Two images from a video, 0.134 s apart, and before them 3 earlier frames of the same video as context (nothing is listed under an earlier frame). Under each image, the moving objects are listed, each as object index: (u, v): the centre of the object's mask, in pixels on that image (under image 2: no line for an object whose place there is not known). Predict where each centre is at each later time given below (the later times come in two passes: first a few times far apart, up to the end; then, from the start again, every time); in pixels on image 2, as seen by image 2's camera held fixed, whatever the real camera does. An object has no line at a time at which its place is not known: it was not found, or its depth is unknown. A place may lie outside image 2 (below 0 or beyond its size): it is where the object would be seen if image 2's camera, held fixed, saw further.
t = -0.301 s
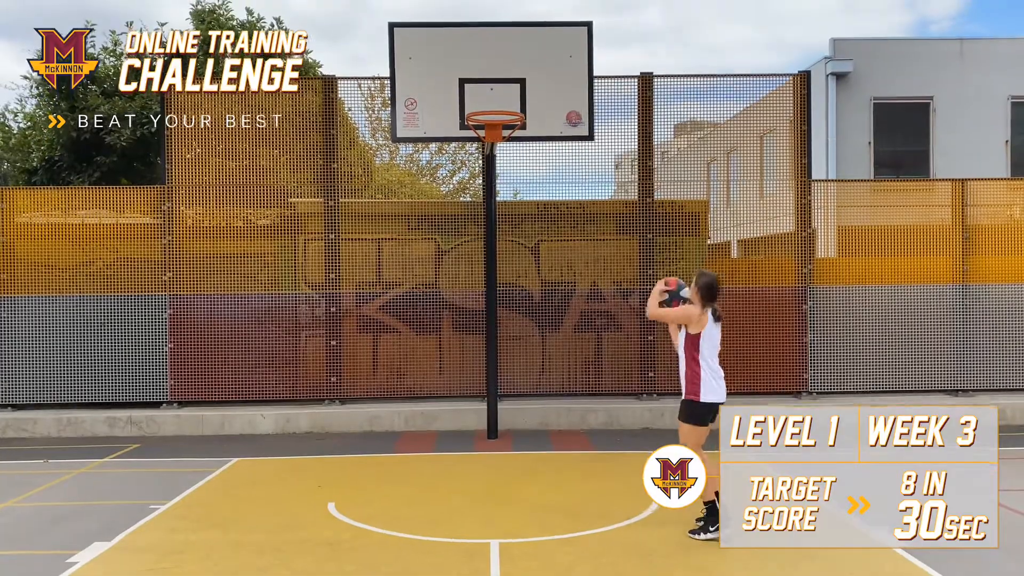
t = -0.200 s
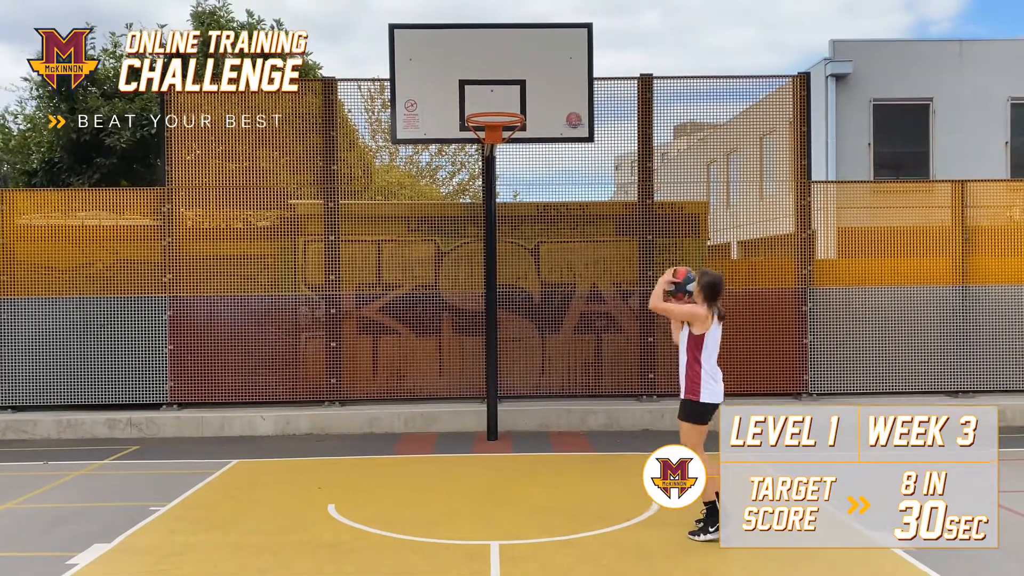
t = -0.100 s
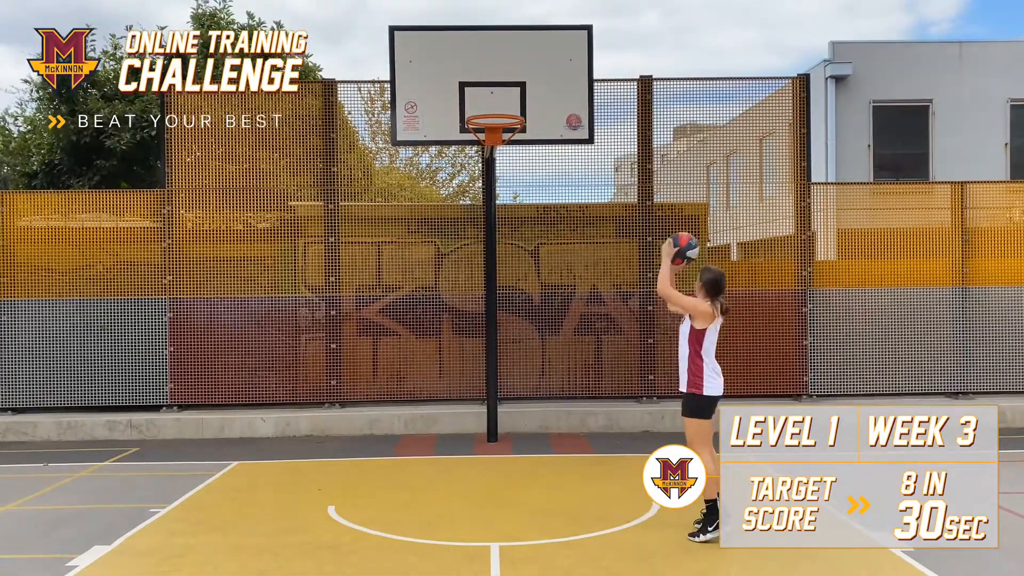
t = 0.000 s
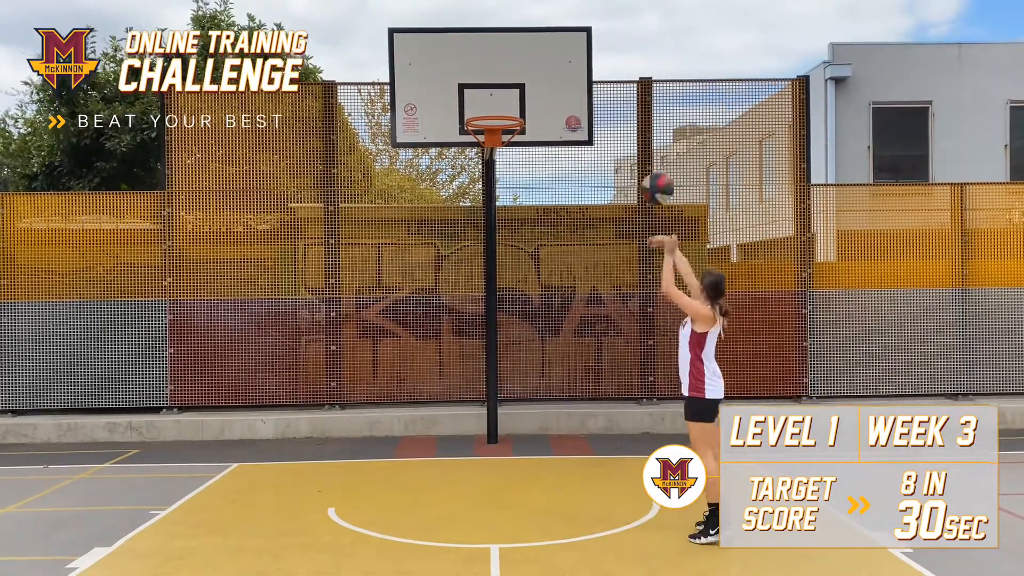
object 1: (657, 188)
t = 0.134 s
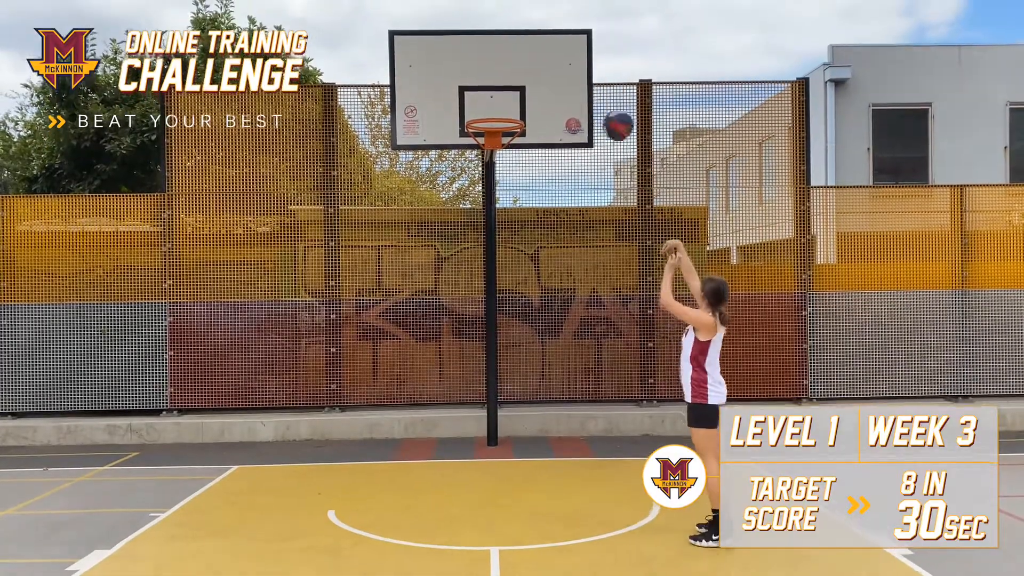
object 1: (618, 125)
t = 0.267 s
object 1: (583, 89)
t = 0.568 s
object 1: (519, 86)
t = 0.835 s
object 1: (492, 108)
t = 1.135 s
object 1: (485, 99)
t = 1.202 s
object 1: (487, 102)
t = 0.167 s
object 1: (609, 114)
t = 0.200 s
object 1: (600, 103)
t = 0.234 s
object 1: (591, 95)
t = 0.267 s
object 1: (583, 89)
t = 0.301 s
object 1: (575, 83)
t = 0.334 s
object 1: (566, 79)
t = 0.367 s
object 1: (559, 76)
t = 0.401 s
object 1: (551, 75)
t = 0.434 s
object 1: (544, 76)
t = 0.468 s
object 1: (537, 77)
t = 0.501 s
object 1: (530, 80)
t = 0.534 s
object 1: (523, 83)
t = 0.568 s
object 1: (519, 86)
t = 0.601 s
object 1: (515, 88)
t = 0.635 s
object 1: (512, 91)
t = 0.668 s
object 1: (508, 95)
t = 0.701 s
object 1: (504, 101)
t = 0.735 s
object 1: (500, 107)
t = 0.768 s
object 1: (497, 110)
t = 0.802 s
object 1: (494, 109)
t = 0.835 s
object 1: (492, 108)
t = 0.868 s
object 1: (489, 107)
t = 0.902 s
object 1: (486, 108)
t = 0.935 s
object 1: (484, 110)
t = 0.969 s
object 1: (482, 110)
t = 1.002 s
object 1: (483, 106)
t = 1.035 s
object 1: (484, 103)
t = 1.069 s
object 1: (484, 101)
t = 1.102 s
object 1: (485, 99)
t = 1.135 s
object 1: (485, 99)
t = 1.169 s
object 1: (486, 100)
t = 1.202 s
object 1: (487, 102)
